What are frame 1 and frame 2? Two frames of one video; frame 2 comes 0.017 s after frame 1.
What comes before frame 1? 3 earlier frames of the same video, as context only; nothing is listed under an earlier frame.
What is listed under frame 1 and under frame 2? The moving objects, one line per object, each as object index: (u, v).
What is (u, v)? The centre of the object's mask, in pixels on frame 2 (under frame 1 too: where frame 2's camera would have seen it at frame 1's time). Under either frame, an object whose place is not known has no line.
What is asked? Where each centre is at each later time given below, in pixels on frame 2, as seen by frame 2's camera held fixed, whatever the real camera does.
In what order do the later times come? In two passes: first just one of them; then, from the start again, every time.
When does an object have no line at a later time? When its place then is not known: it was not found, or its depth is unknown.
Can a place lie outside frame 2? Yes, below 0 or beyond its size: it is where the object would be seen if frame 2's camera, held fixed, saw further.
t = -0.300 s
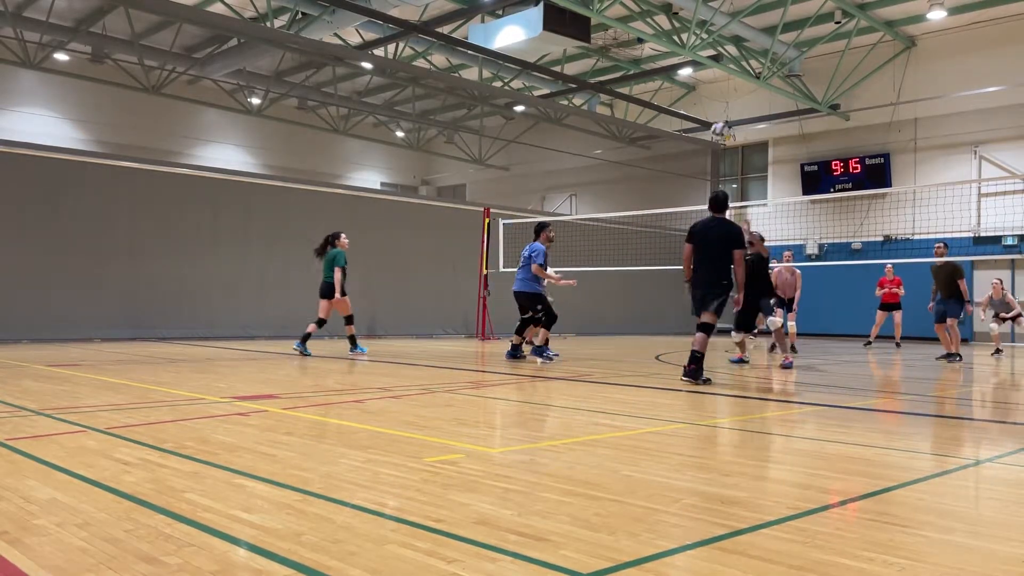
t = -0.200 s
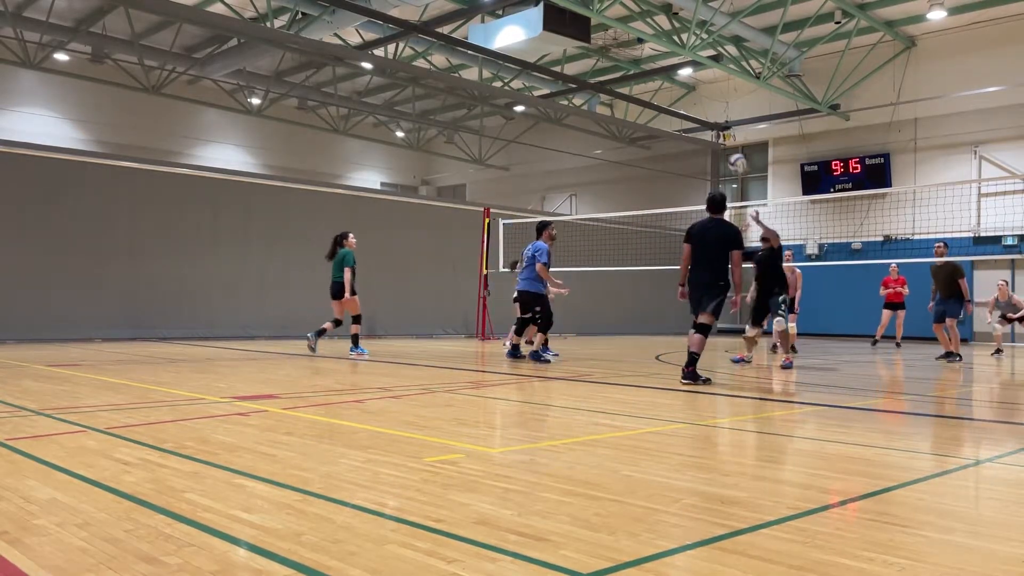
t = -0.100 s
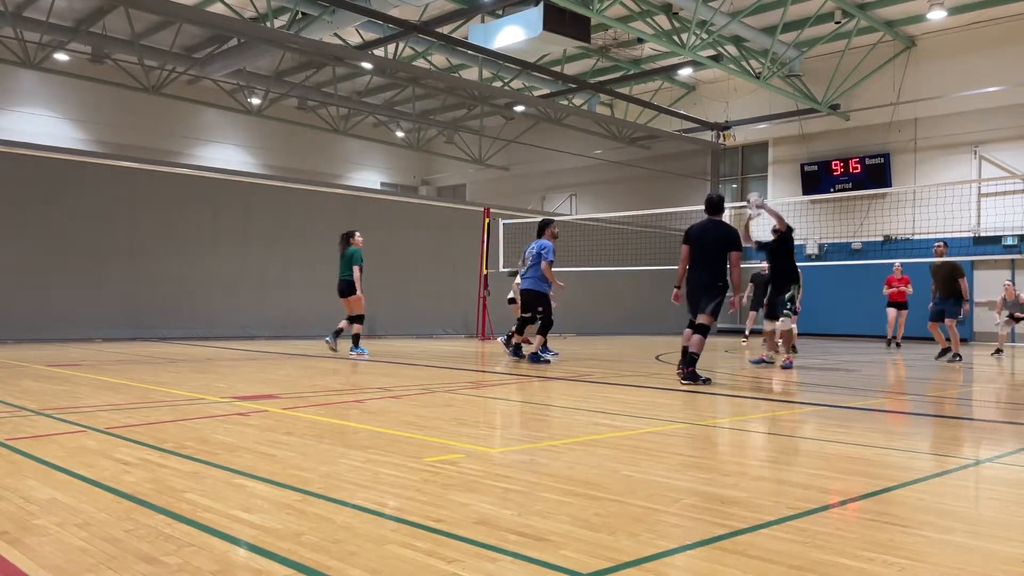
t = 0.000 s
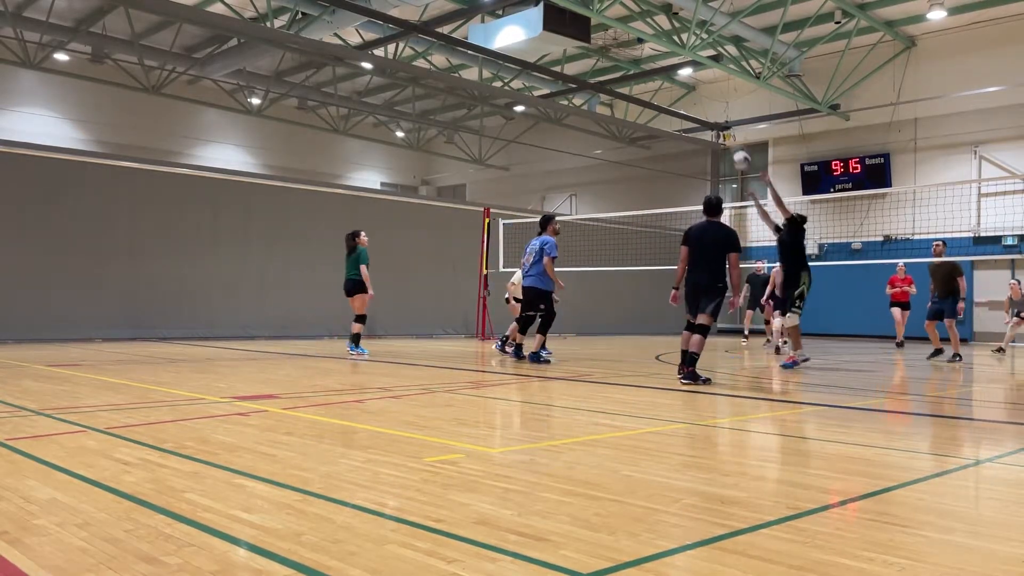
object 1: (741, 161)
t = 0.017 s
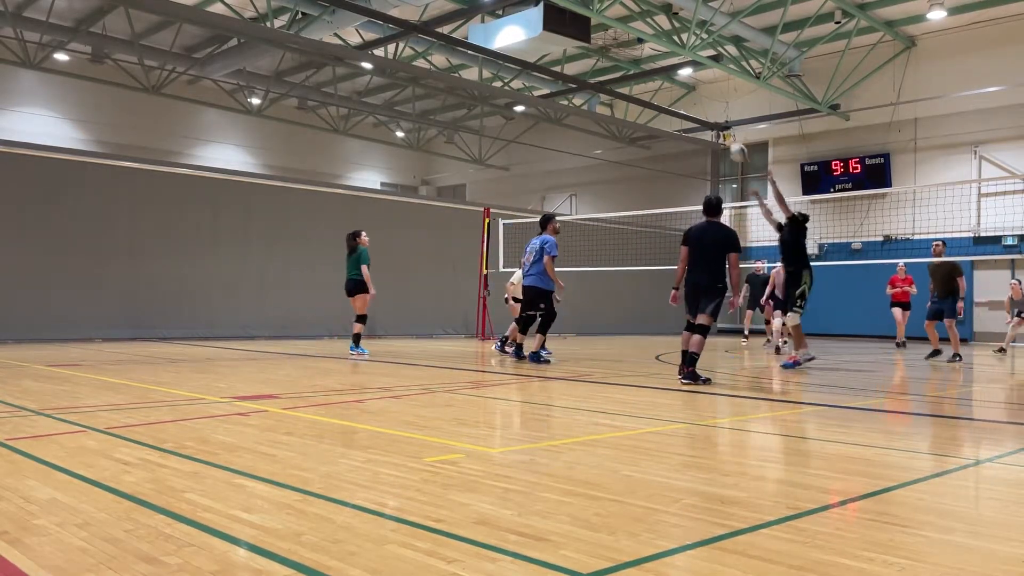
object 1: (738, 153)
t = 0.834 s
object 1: (604, 49)
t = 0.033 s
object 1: (733, 144)
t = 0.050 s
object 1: (728, 134)
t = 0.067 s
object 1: (726, 127)
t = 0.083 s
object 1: (723, 121)
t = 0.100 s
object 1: (721, 112)
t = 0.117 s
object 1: (718, 108)
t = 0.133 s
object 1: (714, 99)
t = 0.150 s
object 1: (709, 93)
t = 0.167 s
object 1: (707, 88)
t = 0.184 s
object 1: (704, 83)
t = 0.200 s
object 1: (700, 78)
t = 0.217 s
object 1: (698, 74)
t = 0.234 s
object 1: (692, 70)
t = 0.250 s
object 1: (690, 66)
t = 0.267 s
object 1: (688, 63)
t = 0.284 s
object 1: (686, 56)
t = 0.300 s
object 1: (681, 51)
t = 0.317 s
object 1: (680, 49)
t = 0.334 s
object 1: (677, 46)
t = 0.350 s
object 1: (674, 43)
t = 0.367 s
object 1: (672, 40)
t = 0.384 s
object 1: (669, 38)
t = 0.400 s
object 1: (666, 36)
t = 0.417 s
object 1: (663, 33)
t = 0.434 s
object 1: (660, 32)
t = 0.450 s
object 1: (657, 30)
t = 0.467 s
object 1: (656, 29)
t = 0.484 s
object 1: (654, 29)
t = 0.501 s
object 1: (651, 28)
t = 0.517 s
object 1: (648, 28)
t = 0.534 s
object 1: (646, 27)
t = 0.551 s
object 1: (642, 26)
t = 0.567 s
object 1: (641, 26)
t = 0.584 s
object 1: (638, 27)
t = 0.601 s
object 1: (635, 27)
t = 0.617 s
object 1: (633, 27)
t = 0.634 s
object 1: (631, 28)
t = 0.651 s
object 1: (628, 28)
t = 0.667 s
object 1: (625, 31)
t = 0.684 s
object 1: (623, 31)
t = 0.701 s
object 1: (621, 32)
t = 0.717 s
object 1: (619, 34)
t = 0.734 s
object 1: (616, 36)
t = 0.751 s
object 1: (616, 37)
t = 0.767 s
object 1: (612, 39)
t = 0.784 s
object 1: (611, 40)
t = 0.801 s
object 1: (608, 42)
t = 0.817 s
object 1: (606, 46)
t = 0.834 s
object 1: (604, 49)
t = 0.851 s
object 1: (602, 52)
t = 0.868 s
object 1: (600, 53)
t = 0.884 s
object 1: (598, 57)
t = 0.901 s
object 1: (596, 61)
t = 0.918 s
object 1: (594, 64)
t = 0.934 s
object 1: (592, 67)
